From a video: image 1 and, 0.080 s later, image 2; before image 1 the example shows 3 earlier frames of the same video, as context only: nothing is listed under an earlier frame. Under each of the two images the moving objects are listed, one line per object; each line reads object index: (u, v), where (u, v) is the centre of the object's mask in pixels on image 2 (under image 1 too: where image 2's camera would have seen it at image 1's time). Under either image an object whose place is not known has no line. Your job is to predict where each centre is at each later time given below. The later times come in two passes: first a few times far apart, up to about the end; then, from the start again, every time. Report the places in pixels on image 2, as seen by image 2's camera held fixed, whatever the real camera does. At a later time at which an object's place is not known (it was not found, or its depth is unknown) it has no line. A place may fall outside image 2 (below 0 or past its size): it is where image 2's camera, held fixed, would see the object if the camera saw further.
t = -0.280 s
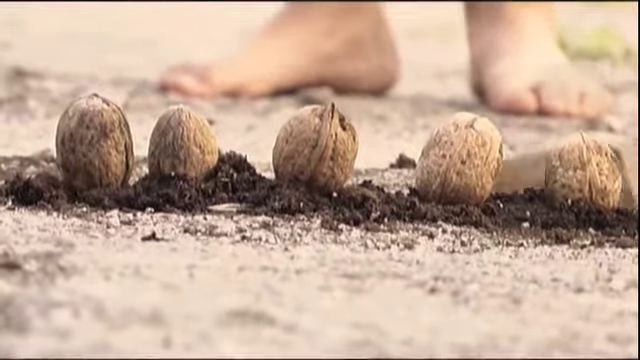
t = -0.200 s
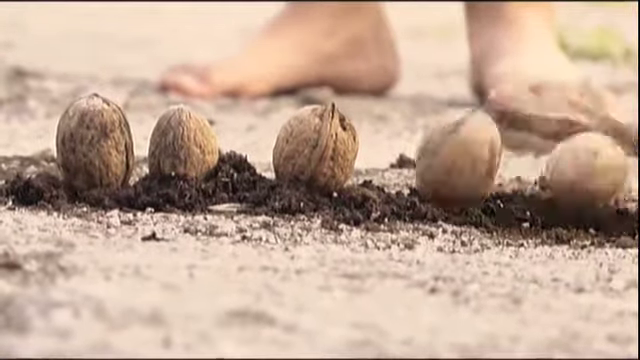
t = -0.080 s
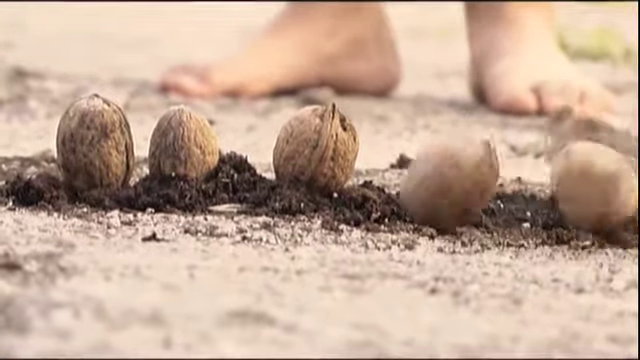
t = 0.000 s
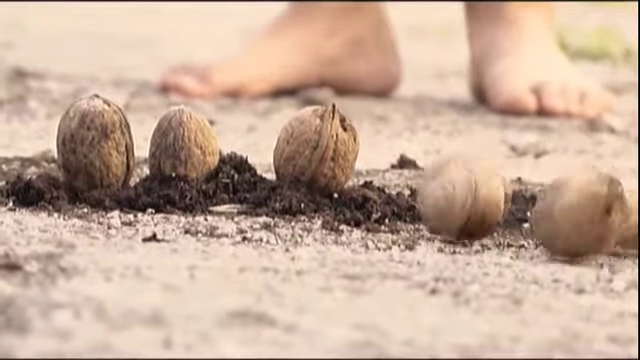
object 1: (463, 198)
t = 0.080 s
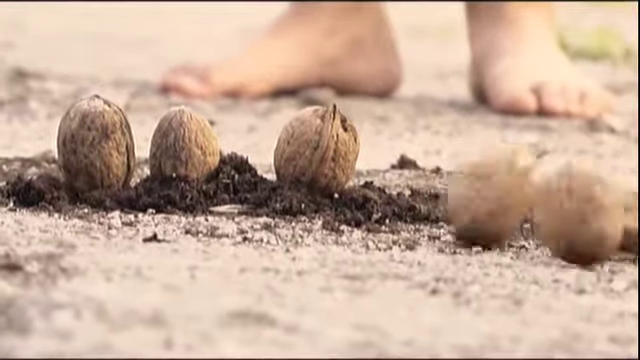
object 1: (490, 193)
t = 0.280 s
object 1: (536, 204)
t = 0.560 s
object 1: (551, 208)
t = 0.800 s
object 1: (560, 209)
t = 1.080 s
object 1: (553, 209)
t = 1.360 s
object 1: (557, 209)
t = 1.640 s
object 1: (557, 211)
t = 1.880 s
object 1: (557, 211)
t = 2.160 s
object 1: (557, 212)
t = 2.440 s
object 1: (557, 211)
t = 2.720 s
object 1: (557, 211)
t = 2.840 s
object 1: (556, 210)
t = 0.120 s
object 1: (501, 205)
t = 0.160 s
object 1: (525, 203)
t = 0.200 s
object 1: (530, 200)
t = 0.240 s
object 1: (535, 204)
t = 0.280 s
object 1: (536, 204)
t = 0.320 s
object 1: (537, 203)
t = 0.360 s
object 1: (539, 204)
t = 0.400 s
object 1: (544, 204)
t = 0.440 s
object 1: (549, 204)
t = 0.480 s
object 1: (548, 209)
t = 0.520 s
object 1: (549, 208)
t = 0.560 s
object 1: (551, 208)
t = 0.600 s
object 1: (553, 208)
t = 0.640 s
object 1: (555, 209)
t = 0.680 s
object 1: (557, 210)
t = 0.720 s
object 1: (560, 209)
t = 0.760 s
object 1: (560, 209)
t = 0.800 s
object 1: (560, 209)
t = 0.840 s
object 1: (560, 209)
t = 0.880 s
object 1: (560, 208)
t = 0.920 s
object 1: (559, 209)
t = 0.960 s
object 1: (556, 210)
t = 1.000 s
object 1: (554, 210)
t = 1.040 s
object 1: (553, 209)
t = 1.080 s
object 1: (553, 209)
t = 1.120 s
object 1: (553, 210)
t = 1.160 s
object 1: (556, 211)
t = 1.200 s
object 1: (557, 211)
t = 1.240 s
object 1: (558, 211)
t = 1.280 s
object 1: (558, 210)
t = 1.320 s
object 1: (558, 210)
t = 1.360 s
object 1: (557, 209)
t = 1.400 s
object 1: (556, 210)
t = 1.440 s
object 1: (556, 211)
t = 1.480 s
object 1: (555, 211)
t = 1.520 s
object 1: (555, 211)
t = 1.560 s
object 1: (556, 211)
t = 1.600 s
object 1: (557, 211)
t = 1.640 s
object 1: (557, 211)
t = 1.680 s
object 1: (557, 211)
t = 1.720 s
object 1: (556, 210)
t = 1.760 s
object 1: (556, 210)
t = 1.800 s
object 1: (556, 211)
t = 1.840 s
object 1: (557, 211)
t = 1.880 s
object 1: (557, 211)
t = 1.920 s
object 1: (556, 211)
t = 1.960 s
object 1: (556, 212)
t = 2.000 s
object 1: (557, 212)
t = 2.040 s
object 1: (557, 211)
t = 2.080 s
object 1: (556, 212)
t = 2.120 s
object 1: (557, 212)
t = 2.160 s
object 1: (557, 212)
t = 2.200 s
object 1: (557, 211)
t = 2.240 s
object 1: (557, 210)
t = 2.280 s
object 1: (557, 210)
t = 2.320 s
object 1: (557, 211)
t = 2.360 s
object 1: (557, 211)
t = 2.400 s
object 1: (557, 211)
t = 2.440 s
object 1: (557, 211)
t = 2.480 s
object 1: (557, 211)
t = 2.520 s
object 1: (557, 211)
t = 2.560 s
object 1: (557, 211)
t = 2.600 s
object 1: (557, 211)
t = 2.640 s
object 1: (557, 211)
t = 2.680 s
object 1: (557, 211)
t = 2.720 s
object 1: (557, 211)
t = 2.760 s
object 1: (557, 210)
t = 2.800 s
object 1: (556, 210)
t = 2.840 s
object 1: (556, 210)
